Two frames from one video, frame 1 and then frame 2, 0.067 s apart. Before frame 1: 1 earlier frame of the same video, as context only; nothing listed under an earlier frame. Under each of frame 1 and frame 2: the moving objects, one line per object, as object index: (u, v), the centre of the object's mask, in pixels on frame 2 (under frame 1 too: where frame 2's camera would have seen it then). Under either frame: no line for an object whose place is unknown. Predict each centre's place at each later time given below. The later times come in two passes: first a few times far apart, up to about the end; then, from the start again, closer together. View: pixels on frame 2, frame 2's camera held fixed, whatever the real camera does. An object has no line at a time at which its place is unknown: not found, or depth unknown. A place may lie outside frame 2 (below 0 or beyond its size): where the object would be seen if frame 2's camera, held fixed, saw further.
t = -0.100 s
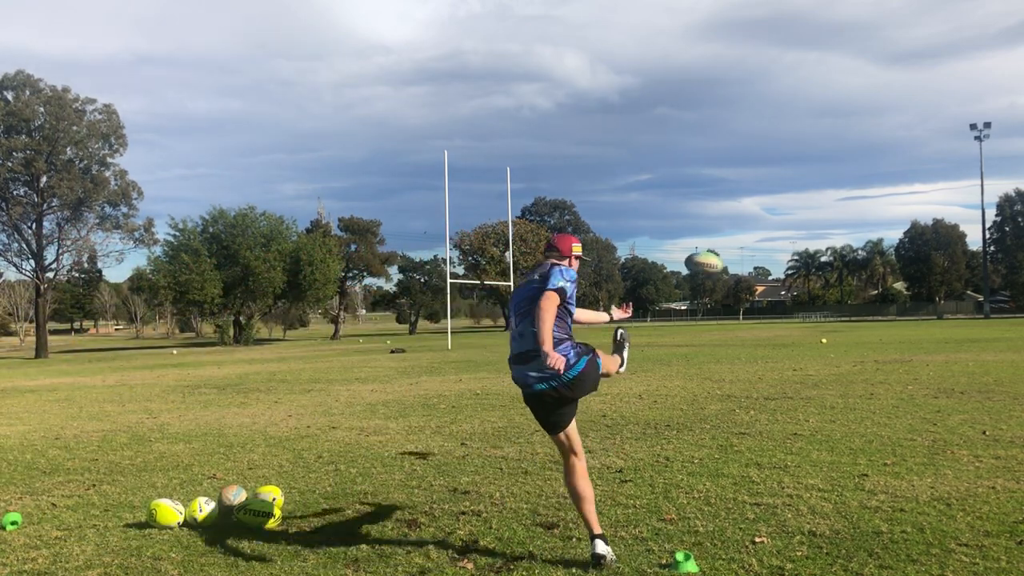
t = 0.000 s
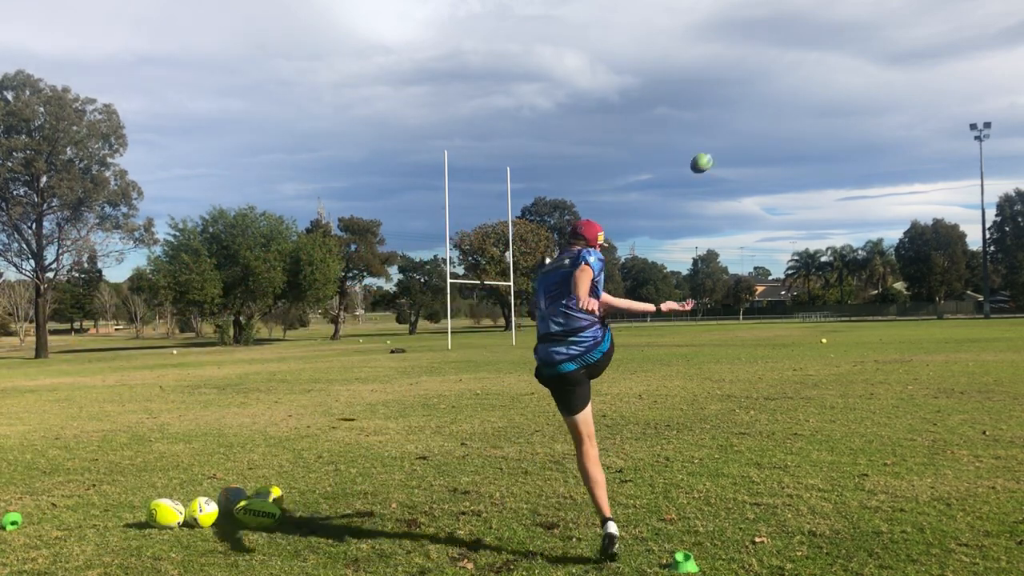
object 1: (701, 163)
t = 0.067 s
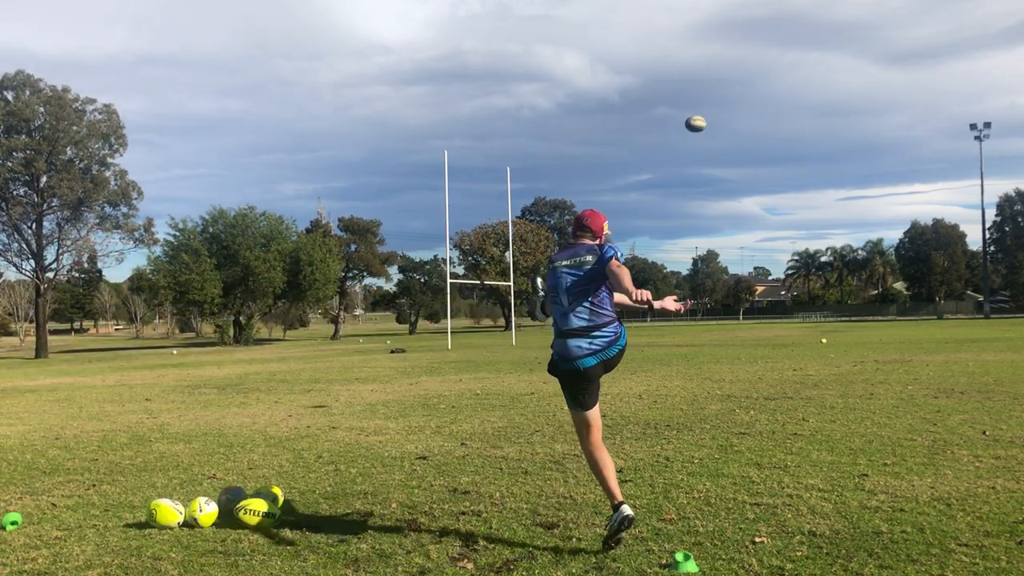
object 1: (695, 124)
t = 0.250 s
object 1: (672, 76)
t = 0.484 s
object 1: (641, 67)
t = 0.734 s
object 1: (607, 85)
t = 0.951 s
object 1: (581, 109)
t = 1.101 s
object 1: (563, 128)
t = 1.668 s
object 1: (505, 207)
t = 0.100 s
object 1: (692, 110)
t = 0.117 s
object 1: (690, 105)
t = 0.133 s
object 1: (687, 100)
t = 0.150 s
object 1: (685, 95)
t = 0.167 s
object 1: (684, 91)
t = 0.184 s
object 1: (682, 87)
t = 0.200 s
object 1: (680, 84)
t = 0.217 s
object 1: (677, 81)
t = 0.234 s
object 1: (674, 79)
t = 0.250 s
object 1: (672, 76)
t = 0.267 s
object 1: (670, 75)
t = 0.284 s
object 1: (668, 73)
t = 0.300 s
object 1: (666, 71)
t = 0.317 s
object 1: (664, 70)
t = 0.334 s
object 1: (661, 69)
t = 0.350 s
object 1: (659, 68)
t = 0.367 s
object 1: (657, 67)
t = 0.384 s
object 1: (654, 67)
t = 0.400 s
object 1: (652, 67)
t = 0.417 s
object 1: (650, 67)
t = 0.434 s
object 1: (648, 67)
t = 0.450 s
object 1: (646, 67)
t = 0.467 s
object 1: (643, 67)
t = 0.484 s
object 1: (641, 67)
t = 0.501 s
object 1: (639, 68)
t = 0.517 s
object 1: (636, 69)
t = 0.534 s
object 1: (634, 69)
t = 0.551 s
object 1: (632, 70)
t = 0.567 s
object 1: (629, 72)
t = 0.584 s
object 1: (627, 72)
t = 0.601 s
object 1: (625, 74)
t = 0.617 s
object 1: (623, 75)
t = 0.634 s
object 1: (620, 76)
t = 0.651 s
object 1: (618, 77)
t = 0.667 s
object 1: (616, 78)
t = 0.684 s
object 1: (614, 80)
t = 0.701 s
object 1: (612, 81)
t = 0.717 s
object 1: (610, 83)
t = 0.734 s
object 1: (607, 85)
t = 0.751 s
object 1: (605, 87)
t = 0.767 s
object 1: (603, 88)
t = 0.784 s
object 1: (601, 89)
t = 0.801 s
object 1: (599, 91)
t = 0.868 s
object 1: (590, 99)
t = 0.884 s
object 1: (589, 101)
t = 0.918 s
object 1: (585, 105)
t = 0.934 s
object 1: (583, 107)
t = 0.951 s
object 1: (581, 109)
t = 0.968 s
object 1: (579, 111)
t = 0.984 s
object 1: (577, 113)
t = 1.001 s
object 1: (575, 115)
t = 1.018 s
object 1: (572, 117)
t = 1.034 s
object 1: (571, 120)
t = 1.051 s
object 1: (569, 122)
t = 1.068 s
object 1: (567, 124)
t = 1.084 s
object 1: (565, 126)
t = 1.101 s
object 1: (563, 128)
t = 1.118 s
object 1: (561, 131)
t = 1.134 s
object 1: (559, 133)
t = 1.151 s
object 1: (557, 135)
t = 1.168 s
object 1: (555, 137)
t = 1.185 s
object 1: (553, 139)
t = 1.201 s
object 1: (551, 142)
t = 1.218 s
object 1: (550, 144)
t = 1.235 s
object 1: (548, 146)
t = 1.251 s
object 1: (546, 148)
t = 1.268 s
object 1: (544, 150)
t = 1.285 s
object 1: (542, 153)
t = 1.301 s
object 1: (541, 155)
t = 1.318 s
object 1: (539, 157)
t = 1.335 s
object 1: (537, 160)
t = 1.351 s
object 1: (535, 162)
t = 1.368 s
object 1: (534, 164)
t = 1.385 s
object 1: (532, 167)
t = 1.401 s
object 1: (530, 169)
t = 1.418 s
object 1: (529, 171)
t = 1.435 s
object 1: (527, 173)
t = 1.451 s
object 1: (525, 175)
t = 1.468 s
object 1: (524, 178)
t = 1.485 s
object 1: (522, 180)
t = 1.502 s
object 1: (521, 183)
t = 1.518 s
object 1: (519, 185)
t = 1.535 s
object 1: (518, 188)
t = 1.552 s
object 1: (516, 190)
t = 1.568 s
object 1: (514, 192)
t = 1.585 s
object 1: (513, 195)
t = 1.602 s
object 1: (511, 197)
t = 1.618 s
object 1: (509, 199)
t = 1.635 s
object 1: (508, 202)
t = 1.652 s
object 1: (506, 204)
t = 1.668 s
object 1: (505, 207)
